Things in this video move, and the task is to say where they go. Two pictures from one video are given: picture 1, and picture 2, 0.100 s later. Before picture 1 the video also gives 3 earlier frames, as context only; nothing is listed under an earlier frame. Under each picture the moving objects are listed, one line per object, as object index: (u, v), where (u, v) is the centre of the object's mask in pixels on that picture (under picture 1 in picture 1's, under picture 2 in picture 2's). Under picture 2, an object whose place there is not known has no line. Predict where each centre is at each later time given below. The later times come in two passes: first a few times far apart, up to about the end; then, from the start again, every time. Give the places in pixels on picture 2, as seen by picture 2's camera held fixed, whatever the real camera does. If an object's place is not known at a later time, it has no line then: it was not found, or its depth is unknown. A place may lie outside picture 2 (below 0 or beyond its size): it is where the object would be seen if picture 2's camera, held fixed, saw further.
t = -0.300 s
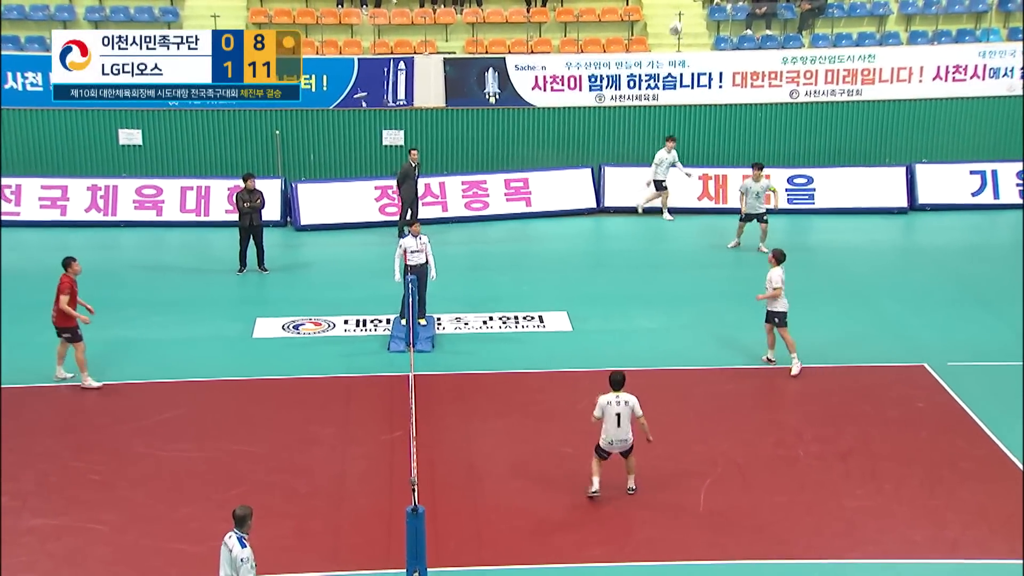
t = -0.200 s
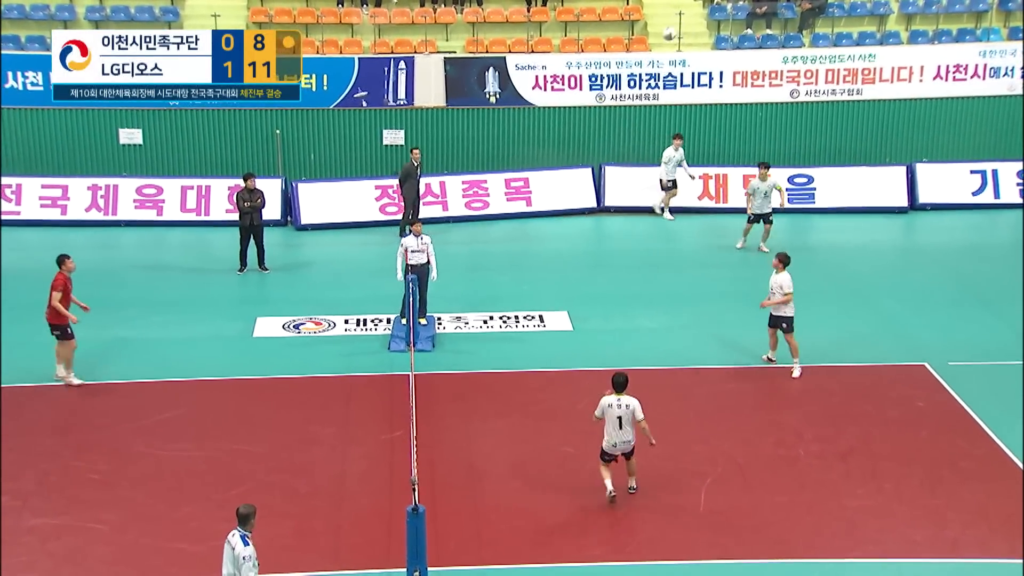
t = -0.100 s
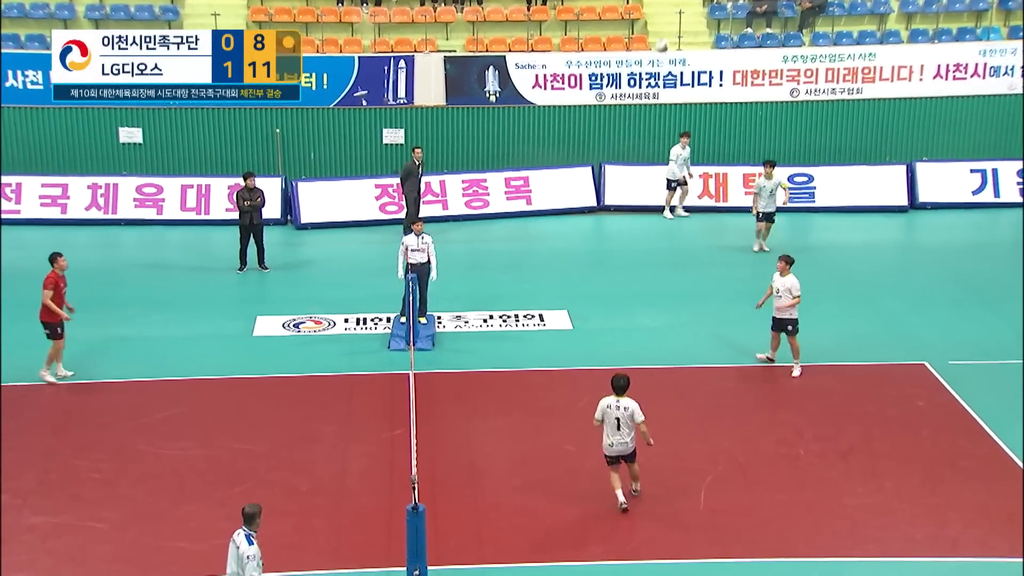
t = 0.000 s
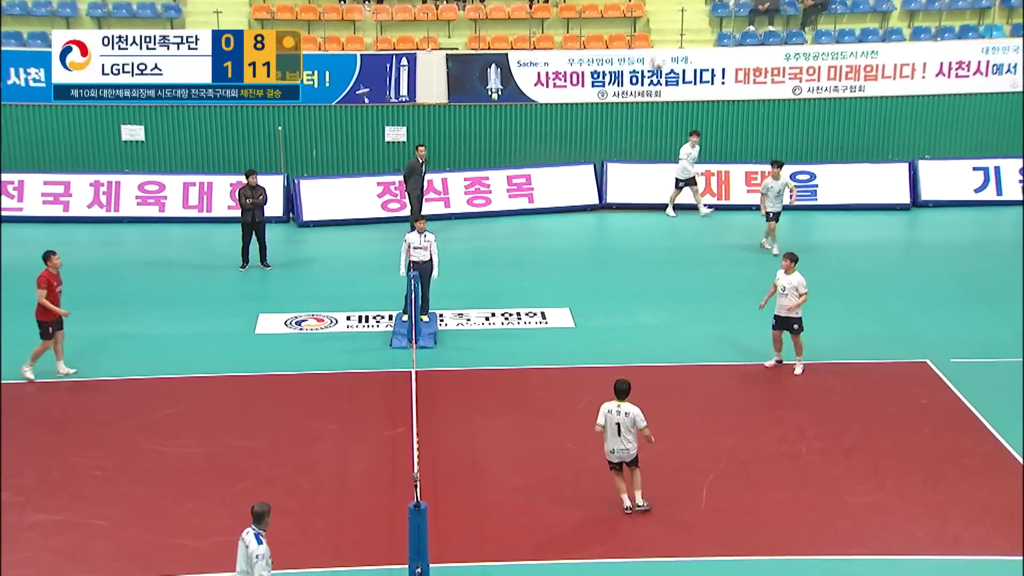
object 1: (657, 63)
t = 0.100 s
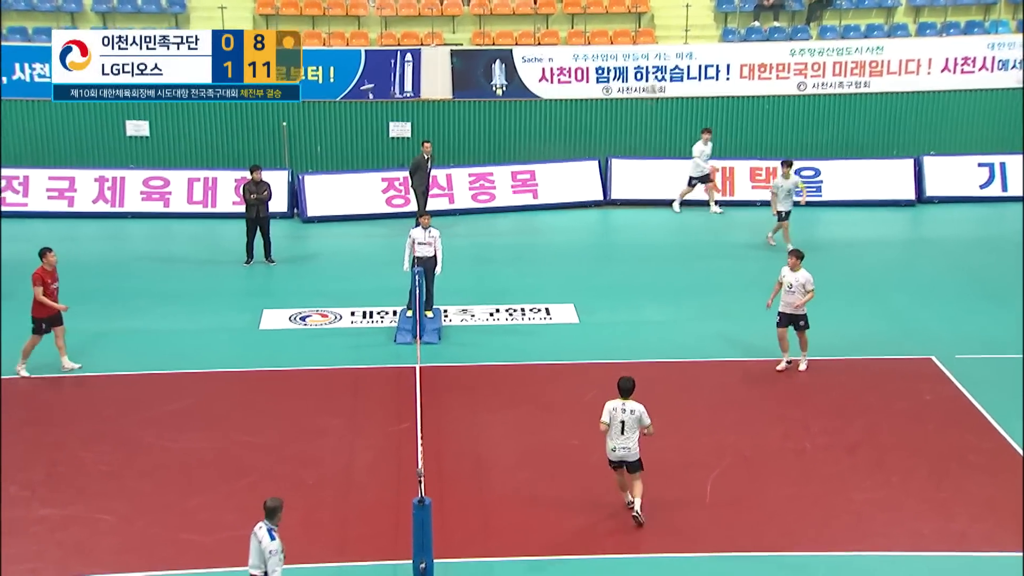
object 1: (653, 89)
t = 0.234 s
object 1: (642, 134)
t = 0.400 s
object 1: (630, 209)
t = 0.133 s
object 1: (650, 97)
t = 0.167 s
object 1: (647, 107)
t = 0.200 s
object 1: (645, 120)
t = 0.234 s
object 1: (642, 134)
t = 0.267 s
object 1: (640, 146)
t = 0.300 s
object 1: (637, 160)
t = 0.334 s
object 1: (635, 178)
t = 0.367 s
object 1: (632, 197)
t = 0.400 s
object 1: (630, 209)
